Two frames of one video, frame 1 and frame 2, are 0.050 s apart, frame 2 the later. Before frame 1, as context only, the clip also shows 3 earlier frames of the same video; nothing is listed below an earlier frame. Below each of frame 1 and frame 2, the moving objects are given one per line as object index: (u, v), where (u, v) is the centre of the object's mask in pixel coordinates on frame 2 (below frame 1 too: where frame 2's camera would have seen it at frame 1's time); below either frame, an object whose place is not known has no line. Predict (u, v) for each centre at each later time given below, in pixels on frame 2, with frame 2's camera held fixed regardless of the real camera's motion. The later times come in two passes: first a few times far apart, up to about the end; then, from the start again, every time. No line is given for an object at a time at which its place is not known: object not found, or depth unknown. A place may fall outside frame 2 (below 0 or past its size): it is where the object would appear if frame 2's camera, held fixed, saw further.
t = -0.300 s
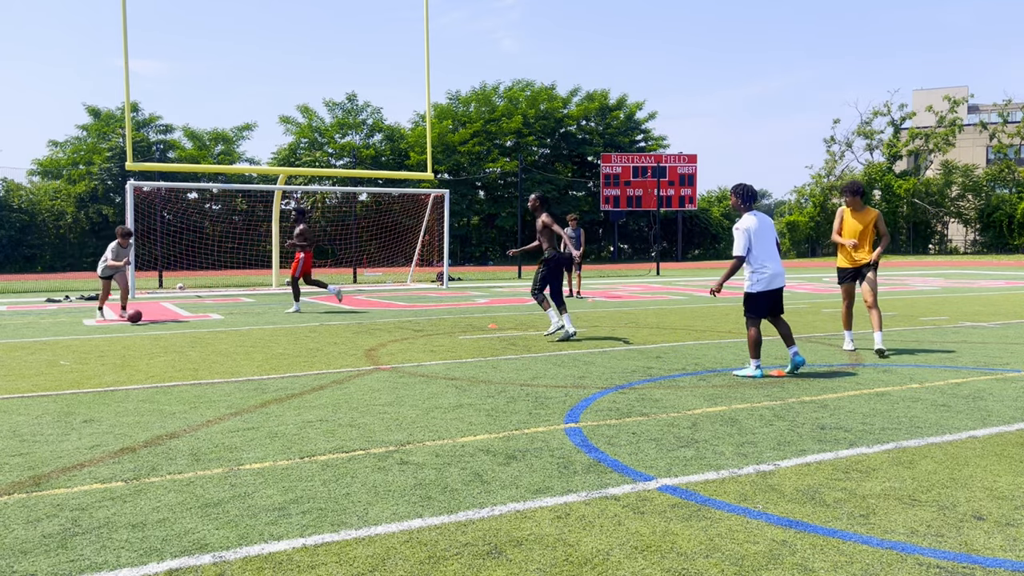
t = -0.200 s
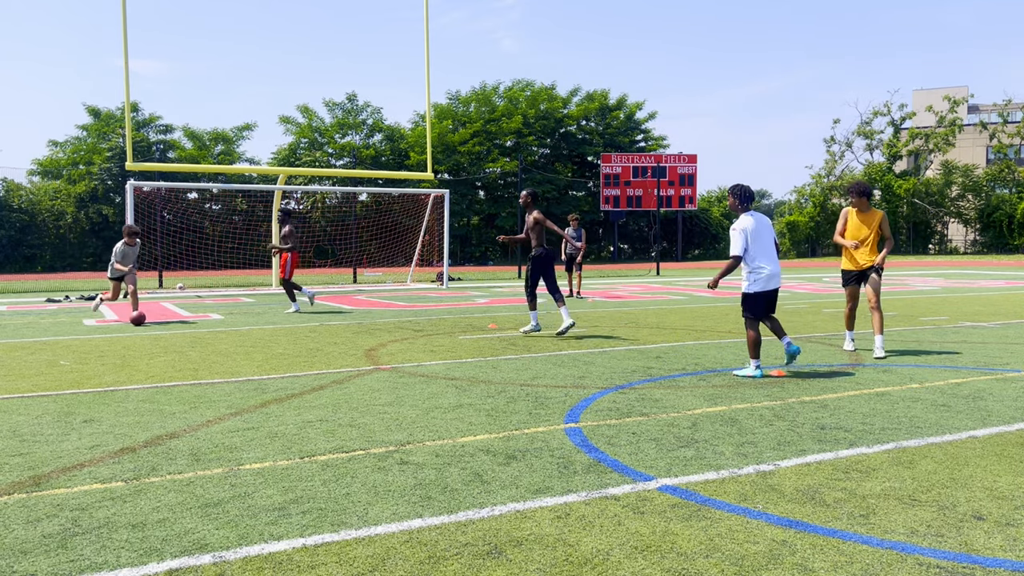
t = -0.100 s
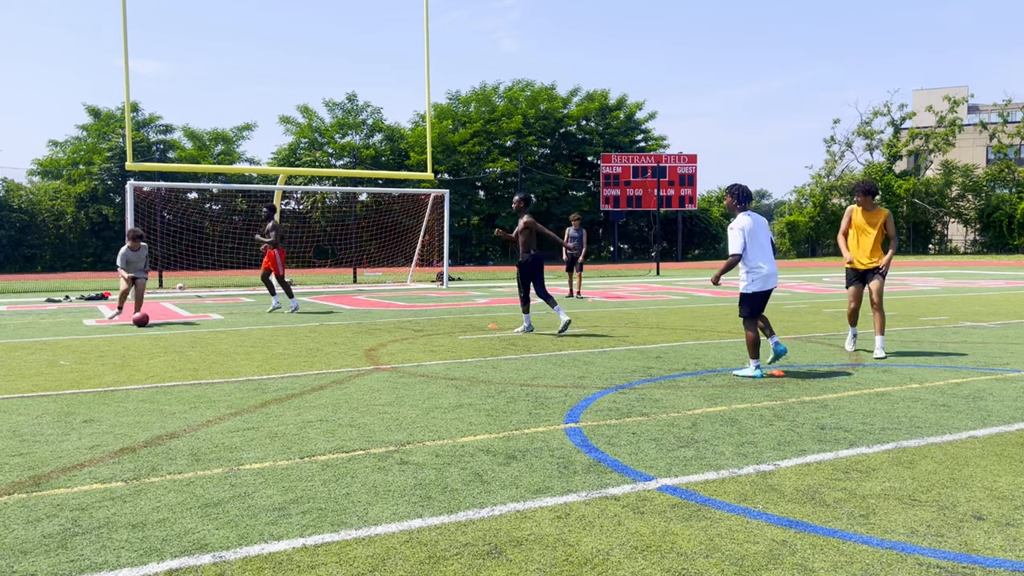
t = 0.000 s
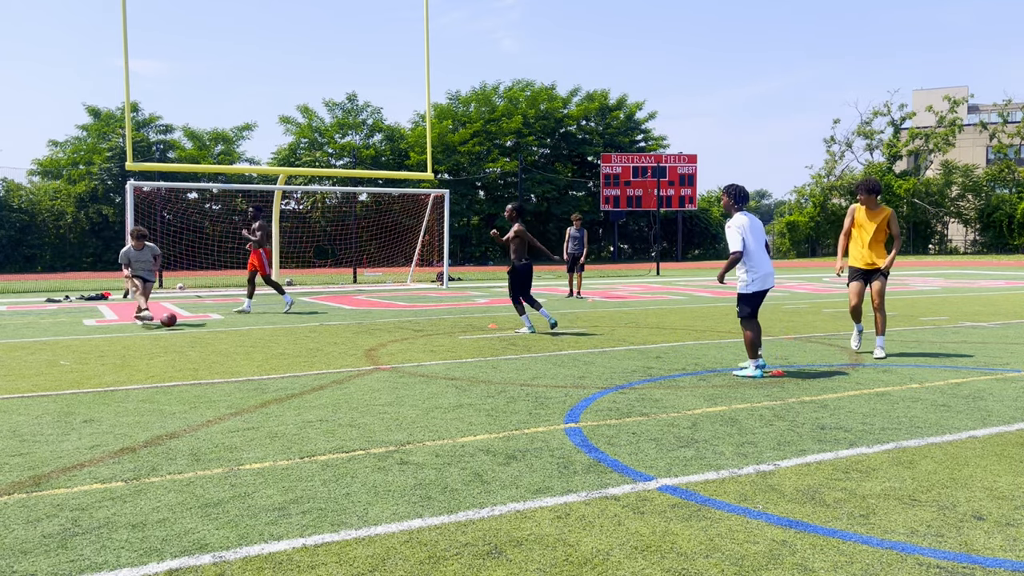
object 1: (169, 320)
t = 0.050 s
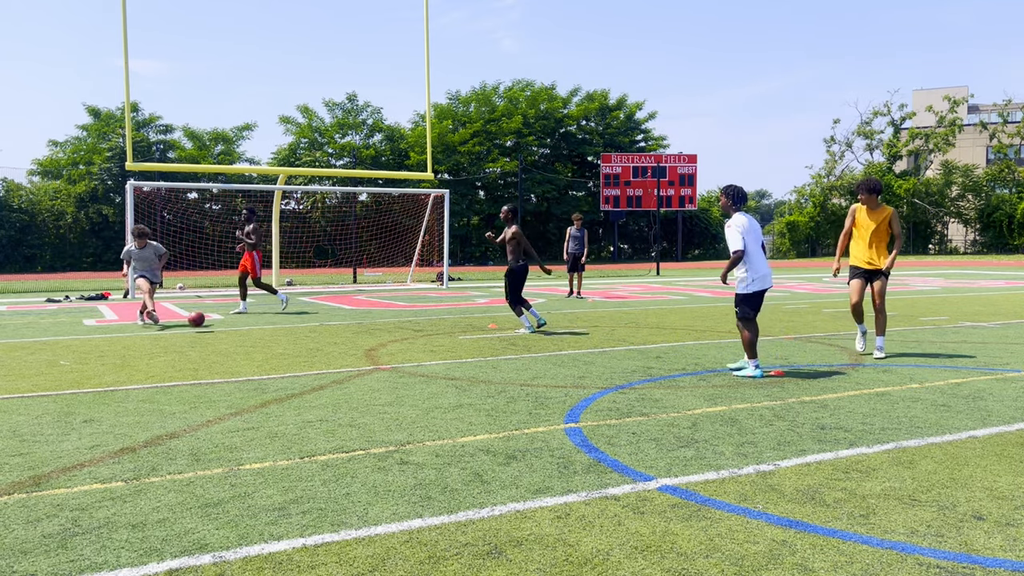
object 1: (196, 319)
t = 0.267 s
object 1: (329, 331)
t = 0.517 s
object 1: (494, 343)
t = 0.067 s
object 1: (206, 319)
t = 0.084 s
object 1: (216, 320)
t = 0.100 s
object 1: (225, 321)
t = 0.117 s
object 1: (236, 322)
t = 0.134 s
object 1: (246, 324)
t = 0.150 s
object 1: (256, 326)
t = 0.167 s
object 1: (267, 328)
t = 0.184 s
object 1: (277, 330)
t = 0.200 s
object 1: (289, 332)
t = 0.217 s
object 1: (298, 332)
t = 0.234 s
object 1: (309, 331)
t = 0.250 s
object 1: (319, 331)
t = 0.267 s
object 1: (329, 331)
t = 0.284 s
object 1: (340, 331)
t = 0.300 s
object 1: (350, 332)
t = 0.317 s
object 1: (361, 333)
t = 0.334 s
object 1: (372, 334)
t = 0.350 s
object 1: (383, 335)
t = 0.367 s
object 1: (395, 337)
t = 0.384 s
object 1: (407, 339)
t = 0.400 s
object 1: (419, 342)
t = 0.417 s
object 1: (429, 343)
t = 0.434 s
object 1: (439, 342)
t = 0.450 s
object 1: (450, 341)
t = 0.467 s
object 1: (461, 341)
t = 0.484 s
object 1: (472, 342)
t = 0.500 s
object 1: (483, 342)
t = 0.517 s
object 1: (494, 343)
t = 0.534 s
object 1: (506, 344)
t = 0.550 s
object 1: (518, 346)
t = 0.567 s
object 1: (529, 347)
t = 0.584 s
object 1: (541, 350)
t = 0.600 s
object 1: (553, 353)
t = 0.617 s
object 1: (564, 353)
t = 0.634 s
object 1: (576, 352)
